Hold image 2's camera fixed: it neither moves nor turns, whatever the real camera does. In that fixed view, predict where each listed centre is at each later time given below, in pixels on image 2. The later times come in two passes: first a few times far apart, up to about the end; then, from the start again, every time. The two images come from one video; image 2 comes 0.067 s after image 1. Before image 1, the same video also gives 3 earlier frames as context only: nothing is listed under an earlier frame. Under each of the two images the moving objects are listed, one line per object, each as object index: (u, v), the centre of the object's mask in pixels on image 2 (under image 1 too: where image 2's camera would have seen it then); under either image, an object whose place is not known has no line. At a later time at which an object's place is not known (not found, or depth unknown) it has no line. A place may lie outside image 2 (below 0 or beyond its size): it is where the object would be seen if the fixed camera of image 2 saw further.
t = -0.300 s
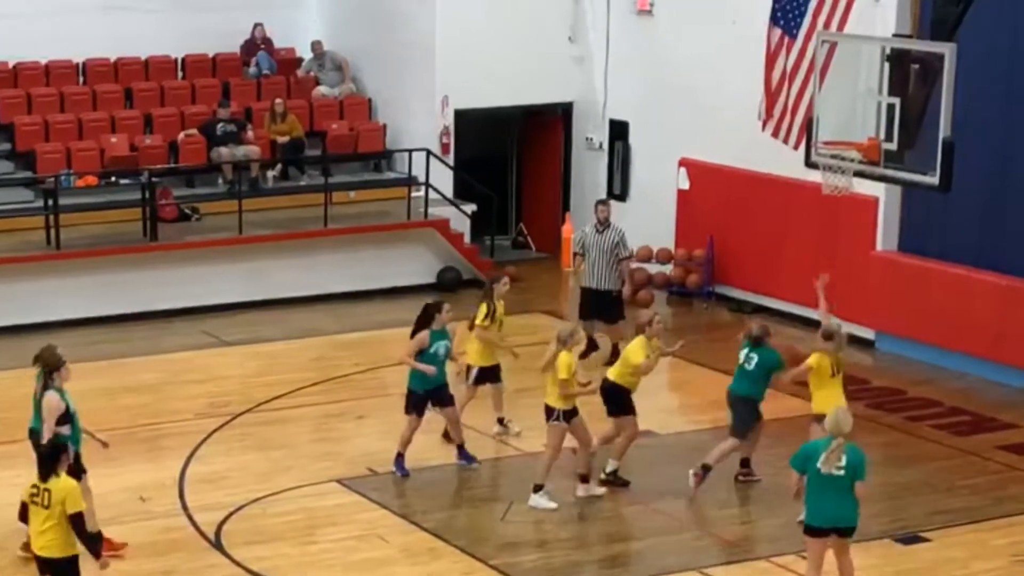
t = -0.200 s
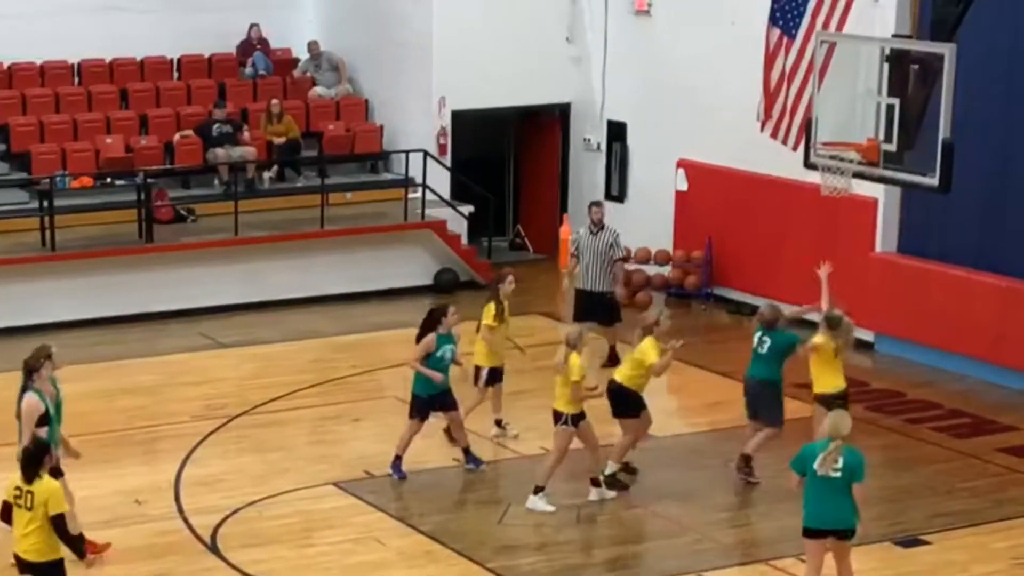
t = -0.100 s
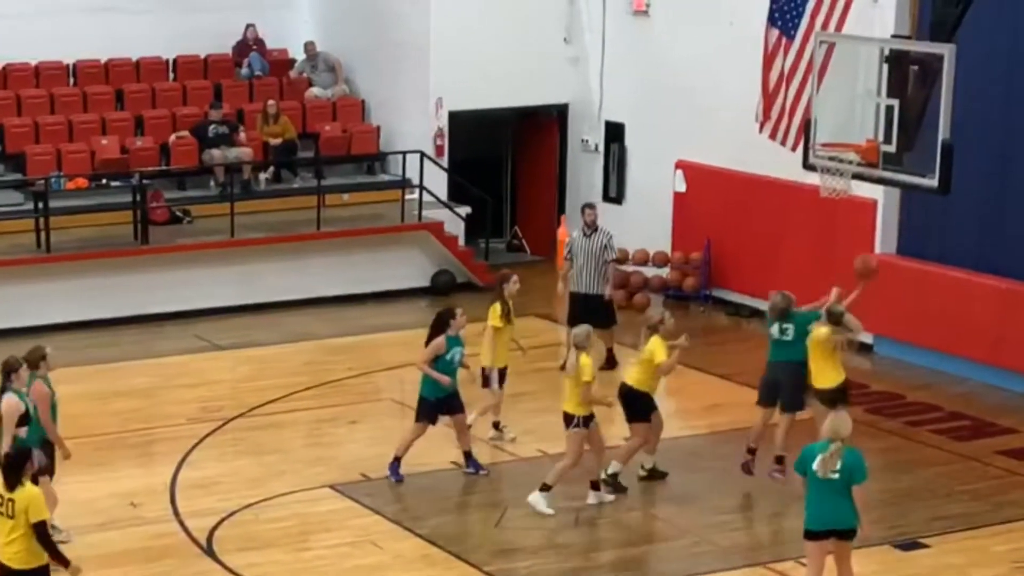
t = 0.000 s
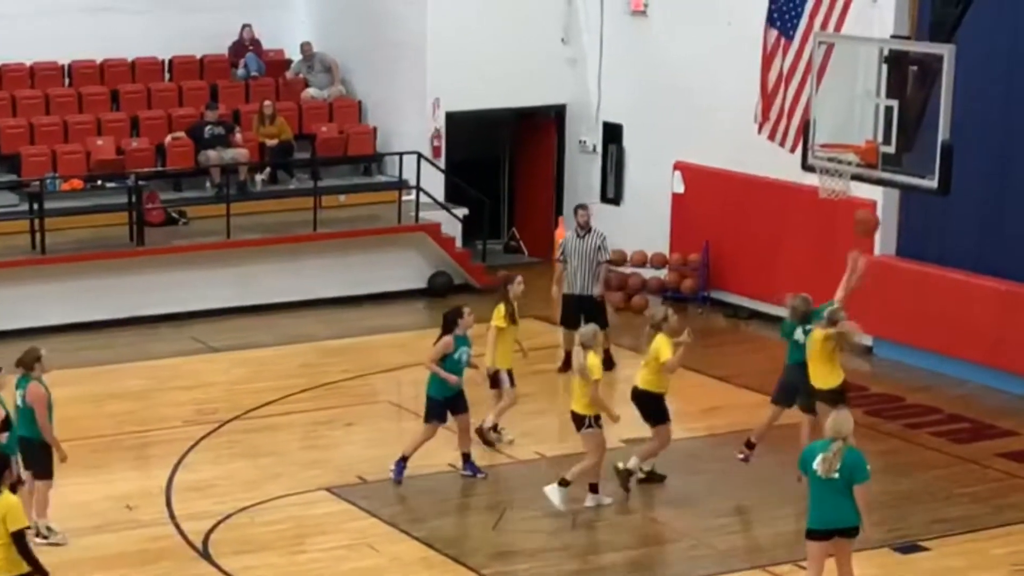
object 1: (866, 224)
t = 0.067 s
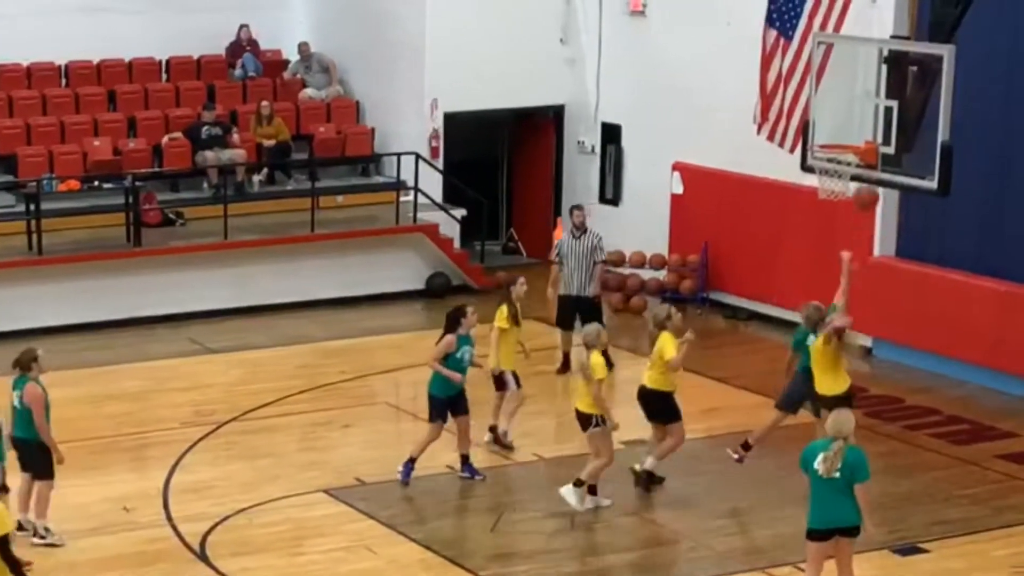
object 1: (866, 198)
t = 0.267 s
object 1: (865, 152)
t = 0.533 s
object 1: (862, 155)
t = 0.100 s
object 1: (865, 187)
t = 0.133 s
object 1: (864, 176)
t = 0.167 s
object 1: (864, 168)
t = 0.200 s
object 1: (865, 160)
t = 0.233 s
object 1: (866, 156)
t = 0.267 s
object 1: (865, 152)
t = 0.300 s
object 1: (865, 150)
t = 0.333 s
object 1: (862, 143)
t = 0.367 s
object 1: (862, 142)
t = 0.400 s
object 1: (862, 142)
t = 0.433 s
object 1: (861, 143)
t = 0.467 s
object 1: (860, 146)
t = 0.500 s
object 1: (860, 150)
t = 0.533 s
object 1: (862, 155)
